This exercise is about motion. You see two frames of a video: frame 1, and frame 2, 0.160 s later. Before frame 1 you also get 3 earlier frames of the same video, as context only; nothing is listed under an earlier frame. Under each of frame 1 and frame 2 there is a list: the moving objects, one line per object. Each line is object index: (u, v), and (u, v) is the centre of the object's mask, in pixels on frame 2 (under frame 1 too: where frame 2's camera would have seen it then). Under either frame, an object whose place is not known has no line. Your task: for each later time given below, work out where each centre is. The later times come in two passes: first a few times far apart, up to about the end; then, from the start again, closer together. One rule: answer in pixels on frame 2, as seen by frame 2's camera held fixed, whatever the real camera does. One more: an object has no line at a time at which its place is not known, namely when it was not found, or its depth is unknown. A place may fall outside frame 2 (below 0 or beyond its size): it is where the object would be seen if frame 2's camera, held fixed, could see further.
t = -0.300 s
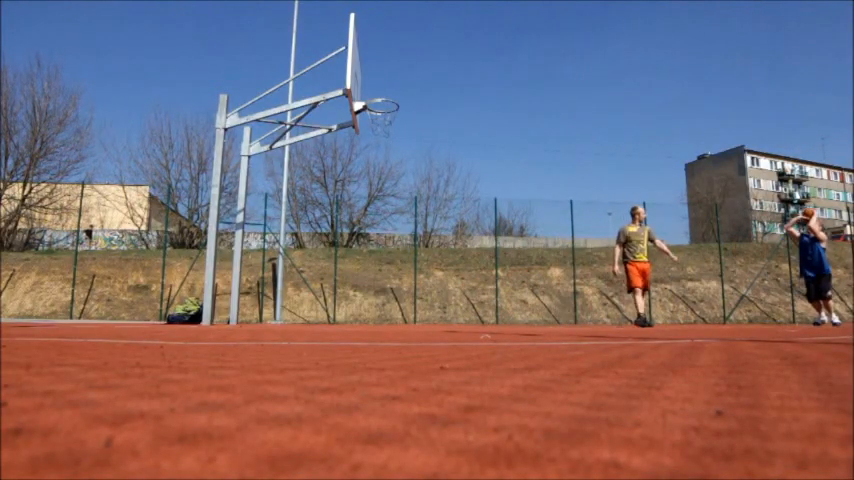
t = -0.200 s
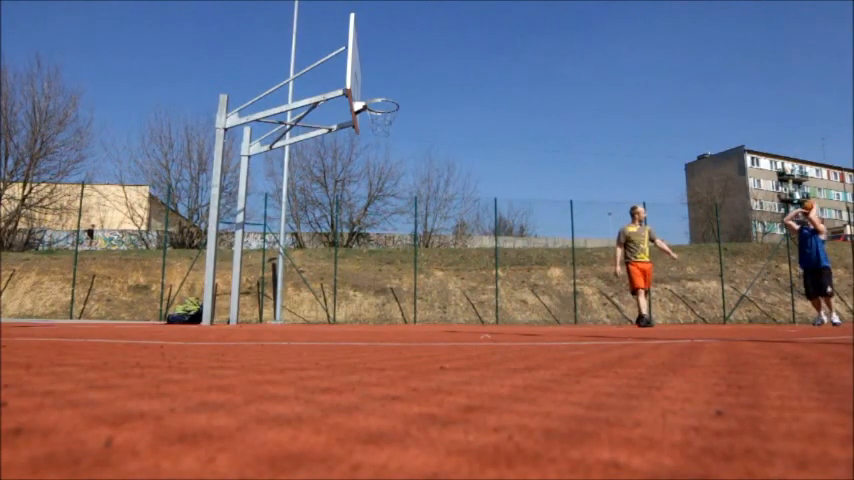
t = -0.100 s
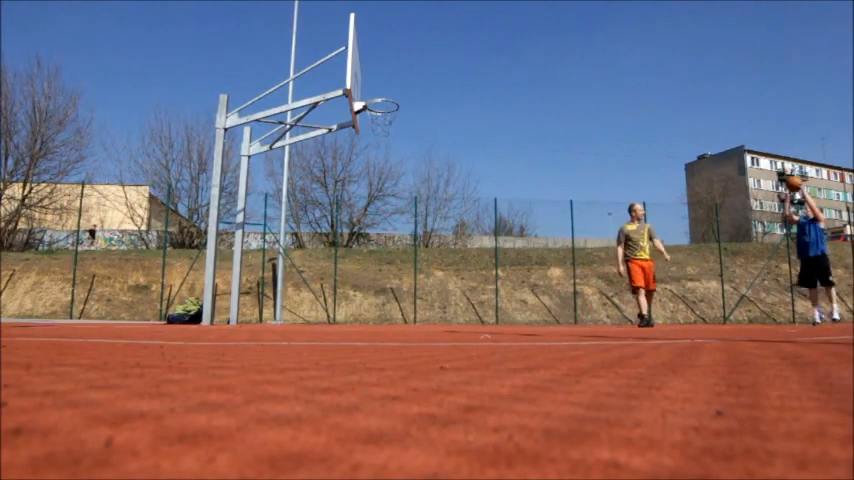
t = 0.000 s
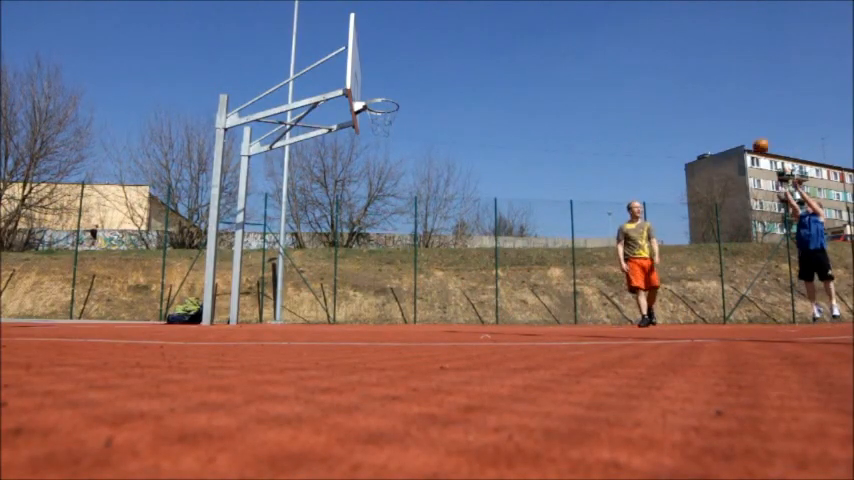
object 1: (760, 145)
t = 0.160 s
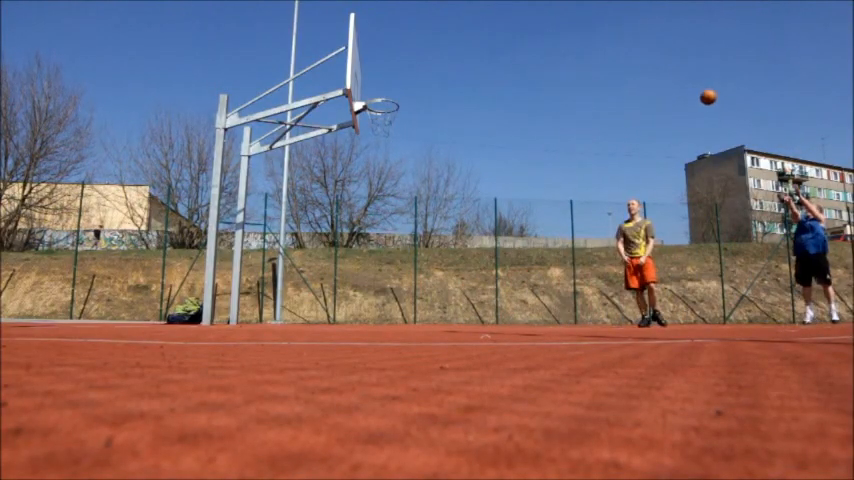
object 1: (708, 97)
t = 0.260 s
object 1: (675, 73)
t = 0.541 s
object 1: (582, 38)
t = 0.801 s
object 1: (493, 45)
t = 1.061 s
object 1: (397, 95)
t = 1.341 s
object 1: (380, 107)
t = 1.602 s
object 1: (387, 117)
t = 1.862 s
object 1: (376, 123)
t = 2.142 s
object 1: (377, 126)
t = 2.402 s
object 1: (388, 138)
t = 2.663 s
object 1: (398, 194)
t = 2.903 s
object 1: (406, 293)
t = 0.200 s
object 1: (695, 87)
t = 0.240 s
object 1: (681, 78)
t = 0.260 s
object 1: (675, 73)
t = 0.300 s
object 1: (662, 65)
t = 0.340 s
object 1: (648, 59)
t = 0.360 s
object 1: (642, 56)
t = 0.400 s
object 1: (629, 50)
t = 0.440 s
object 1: (615, 45)
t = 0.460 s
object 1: (609, 44)
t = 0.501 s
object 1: (595, 40)
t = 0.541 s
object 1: (582, 38)
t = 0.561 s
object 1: (575, 37)
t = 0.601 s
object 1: (562, 36)
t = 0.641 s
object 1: (548, 36)
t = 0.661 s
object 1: (541, 36)
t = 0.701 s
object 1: (527, 38)
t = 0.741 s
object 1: (513, 40)
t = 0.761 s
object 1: (507, 41)
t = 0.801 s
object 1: (493, 45)
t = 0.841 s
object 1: (478, 50)
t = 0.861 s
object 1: (471, 53)
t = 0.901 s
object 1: (456, 59)
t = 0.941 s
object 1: (442, 67)
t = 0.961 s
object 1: (434, 71)
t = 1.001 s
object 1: (420, 80)
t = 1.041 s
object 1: (404, 90)
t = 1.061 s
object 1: (397, 95)
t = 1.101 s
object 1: (382, 108)
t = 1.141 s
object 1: (370, 115)
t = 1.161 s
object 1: (369, 115)
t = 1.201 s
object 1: (371, 113)
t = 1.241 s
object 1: (374, 111)
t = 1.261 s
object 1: (375, 110)
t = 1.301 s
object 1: (377, 109)
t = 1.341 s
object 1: (380, 107)
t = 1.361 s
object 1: (381, 107)
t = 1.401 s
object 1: (383, 107)
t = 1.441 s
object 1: (384, 107)
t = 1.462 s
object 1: (385, 108)
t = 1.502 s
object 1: (385, 109)
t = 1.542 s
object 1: (386, 113)
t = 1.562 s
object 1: (387, 114)
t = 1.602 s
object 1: (387, 117)
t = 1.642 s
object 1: (385, 120)
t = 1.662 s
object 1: (385, 120)
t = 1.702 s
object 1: (382, 122)
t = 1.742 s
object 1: (381, 123)
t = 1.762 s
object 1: (379, 123)
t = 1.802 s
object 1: (378, 123)
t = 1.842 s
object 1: (377, 123)
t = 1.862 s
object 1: (376, 123)
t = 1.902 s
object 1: (375, 124)
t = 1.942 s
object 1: (375, 124)
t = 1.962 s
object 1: (375, 125)
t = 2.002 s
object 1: (375, 125)
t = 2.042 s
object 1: (375, 126)
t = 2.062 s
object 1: (376, 126)
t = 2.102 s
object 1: (376, 127)
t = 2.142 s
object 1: (377, 126)
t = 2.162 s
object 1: (378, 127)
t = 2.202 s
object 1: (379, 127)
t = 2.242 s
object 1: (381, 128)
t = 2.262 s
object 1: (382, 128)
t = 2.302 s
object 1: (383, 129)
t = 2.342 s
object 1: (385, 132)
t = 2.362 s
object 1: (386, 134)
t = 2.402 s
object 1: (388, 138)
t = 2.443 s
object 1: (389, 143)
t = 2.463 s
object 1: (390, 146)
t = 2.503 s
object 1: (391, 154)
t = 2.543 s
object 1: (393, 162)
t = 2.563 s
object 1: (394, 166)
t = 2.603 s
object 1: (395, 176)
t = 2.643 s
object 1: (397, 188)
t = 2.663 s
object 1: (398, 194)
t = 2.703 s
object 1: (399, 206)
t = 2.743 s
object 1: (400, 221)
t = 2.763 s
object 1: (401, 229)
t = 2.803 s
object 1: (402, 245)
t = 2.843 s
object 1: (404, 263)
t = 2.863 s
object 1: (405, 273)
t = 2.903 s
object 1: (406, 293)
